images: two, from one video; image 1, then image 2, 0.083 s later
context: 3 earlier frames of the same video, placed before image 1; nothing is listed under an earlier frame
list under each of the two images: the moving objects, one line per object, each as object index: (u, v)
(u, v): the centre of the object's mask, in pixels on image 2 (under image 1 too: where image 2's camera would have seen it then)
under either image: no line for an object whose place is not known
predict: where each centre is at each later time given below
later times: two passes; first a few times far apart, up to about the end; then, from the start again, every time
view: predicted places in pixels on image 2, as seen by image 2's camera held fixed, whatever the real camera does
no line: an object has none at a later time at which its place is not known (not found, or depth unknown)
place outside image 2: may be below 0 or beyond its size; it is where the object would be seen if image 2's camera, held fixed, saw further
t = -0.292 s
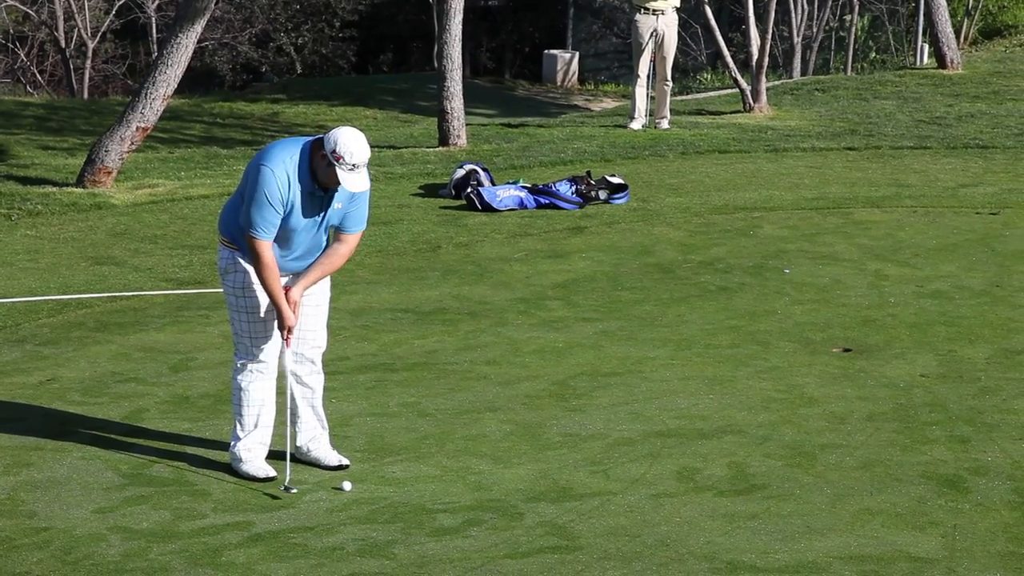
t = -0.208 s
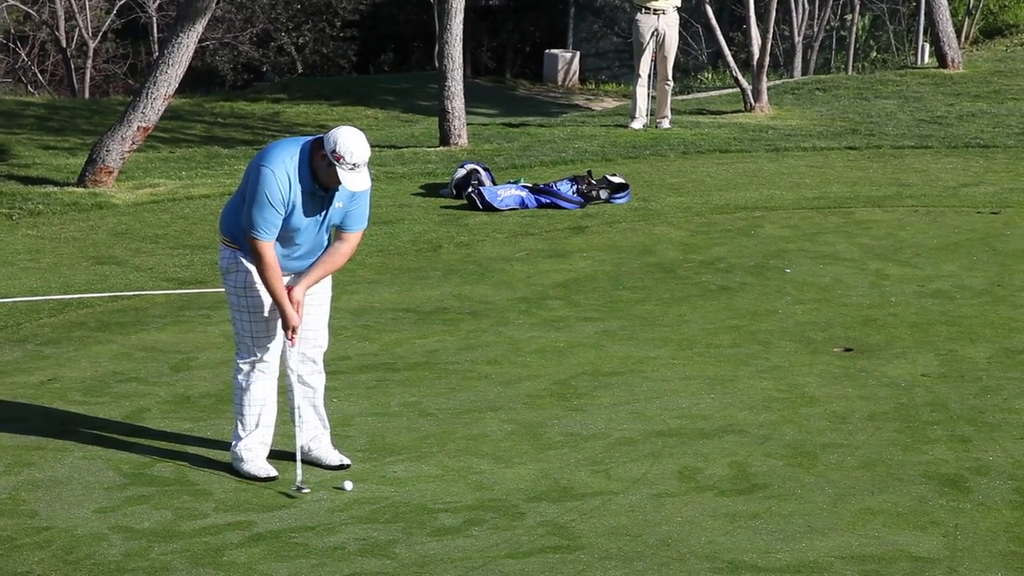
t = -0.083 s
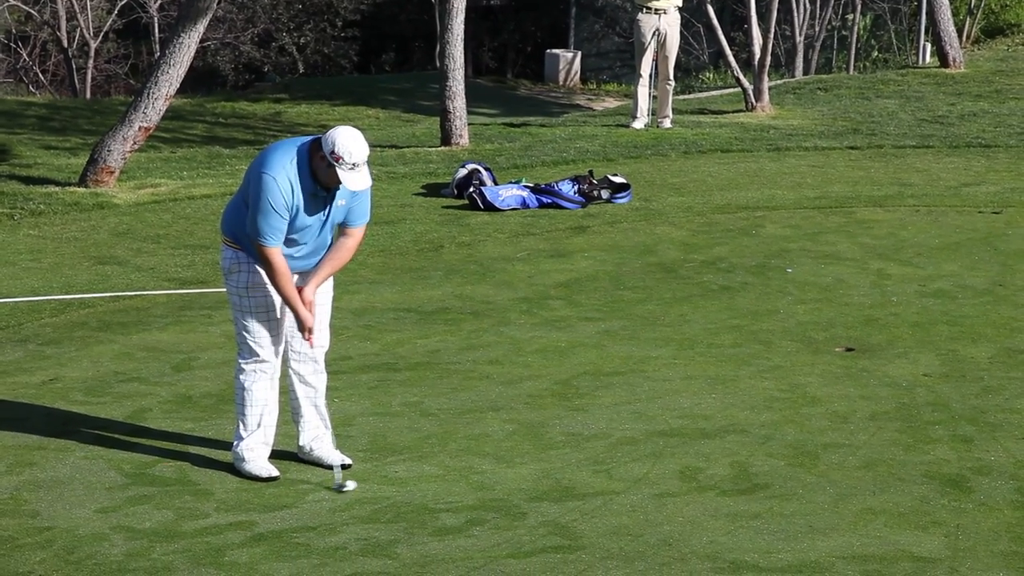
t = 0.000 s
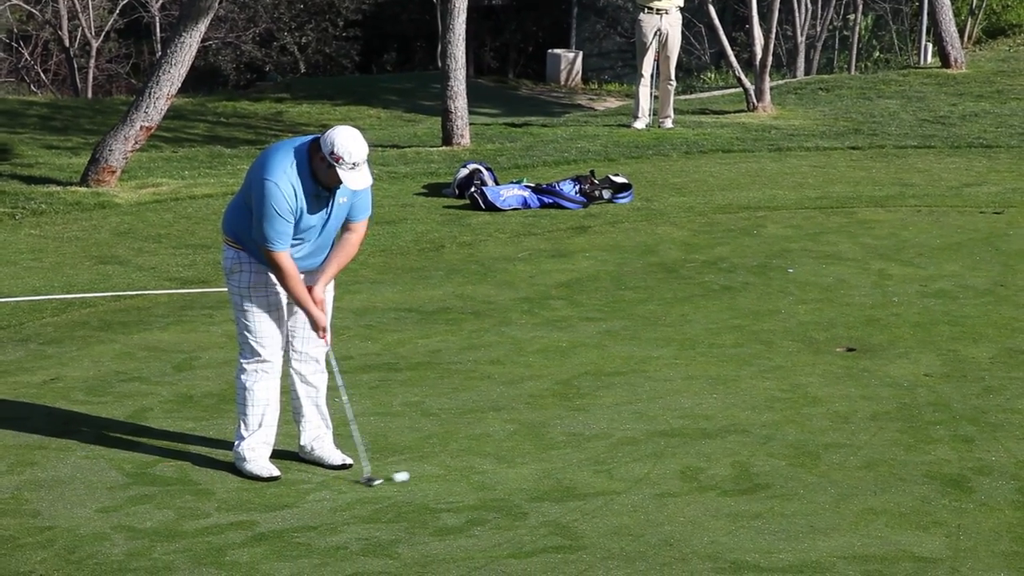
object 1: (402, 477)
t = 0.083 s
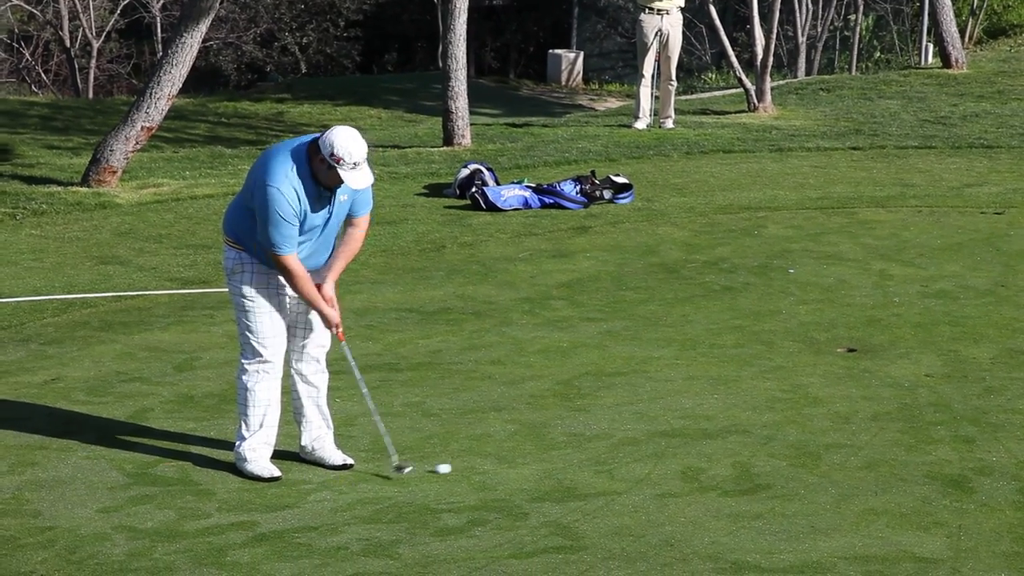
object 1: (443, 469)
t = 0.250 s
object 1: (508, 456)
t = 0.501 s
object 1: (589, 437)
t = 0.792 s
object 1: (666, 418)
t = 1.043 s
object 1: (715, 403)
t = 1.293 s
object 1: (754, 389)
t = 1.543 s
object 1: (782, 376)
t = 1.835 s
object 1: (806, 364)
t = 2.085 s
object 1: (820, 353)
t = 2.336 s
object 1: (828, 345)
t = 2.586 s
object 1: (833, 339)
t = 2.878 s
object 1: (834, 335)
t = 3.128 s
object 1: (832, 332)
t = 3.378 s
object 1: (829, 331)
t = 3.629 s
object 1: (829, 331)
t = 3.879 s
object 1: (829, 331)
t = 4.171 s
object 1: (829, 331)
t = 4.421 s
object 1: (830, 331)
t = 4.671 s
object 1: (829, 332)
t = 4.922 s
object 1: (829, 331)
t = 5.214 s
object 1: (829, 331)
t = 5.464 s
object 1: (830, 331)
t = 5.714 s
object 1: (829, 331)
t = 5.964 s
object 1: (829, 332)
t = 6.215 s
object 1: (830, 331)
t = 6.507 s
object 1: (829, 332)
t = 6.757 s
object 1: (829, 332)
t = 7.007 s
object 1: (829, 332)
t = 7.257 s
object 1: (829, 332)
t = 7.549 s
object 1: (830, 332)
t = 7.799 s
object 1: (829, 332)
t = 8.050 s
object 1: (829, 333)
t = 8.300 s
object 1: (829, 333)
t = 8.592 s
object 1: (829, 333)
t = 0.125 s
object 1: (461, 465)
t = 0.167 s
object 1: (477, 462)
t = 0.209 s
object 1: (492, 459)
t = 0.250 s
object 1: (508, 456)
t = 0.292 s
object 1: (522, 452)
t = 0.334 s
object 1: (536, 450)
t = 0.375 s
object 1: (550, 446)
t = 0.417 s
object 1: (563, 443)
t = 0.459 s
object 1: (576, 440)
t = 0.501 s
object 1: (589, 437)
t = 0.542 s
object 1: (601, 434)
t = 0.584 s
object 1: (613, 431)
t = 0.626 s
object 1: (624, 429)
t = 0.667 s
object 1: (636, 426)
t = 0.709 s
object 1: (646, 423)
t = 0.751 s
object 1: (657, 421)
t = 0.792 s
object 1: (666, 418)
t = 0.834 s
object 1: (675, 415)
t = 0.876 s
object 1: (684, 413)
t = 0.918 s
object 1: (693, 410)
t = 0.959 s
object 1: (701, 408)
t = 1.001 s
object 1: (708, 405)
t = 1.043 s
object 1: (715, 403)
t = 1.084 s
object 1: (723, 400)
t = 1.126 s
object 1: (730, 398)
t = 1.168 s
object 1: (736, 396)
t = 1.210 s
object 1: (742, 393)
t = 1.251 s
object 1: (748, 391)
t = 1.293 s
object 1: (754, 389)
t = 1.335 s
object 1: (759, 386)
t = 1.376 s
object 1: (764, 385)
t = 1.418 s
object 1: (769, 382)
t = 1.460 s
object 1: (773, 381)
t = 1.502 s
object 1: (778, 378)
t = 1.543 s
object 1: (782, 376)
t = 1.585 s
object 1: (786, 375)
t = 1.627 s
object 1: (790, 372)
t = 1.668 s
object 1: (793, 371)
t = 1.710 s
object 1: (796, 369)
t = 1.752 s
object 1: (800, 367)
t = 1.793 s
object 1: (803, 365)
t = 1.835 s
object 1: (806, 364)
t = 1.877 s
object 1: (809, 362)
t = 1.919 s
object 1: (811, 360)
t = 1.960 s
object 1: (814, 358)
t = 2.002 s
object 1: (816, 356)
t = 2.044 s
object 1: (818, 355)
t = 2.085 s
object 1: (820, 353)
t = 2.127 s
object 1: (822, 352)
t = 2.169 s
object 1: (823, 351)
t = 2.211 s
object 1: (824, 349)
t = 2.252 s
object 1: (826, 347)
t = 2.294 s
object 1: (827, 346)
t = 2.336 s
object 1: (828, 345)
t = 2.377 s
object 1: (829, 344)
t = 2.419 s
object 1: (830, 343)
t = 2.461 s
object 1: (831, 342)
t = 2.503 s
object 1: (832, 341)
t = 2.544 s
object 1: (832, 340)
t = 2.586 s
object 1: (833, 339)
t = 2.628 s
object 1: (833, 338)
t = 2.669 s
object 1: (834, 338)
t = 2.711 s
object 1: (834, 337)
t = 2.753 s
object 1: (834, 336)
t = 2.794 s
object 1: (834, 336)
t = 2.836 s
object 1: (834, 335)
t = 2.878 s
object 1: (834, 335)
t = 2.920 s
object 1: (834, 334)
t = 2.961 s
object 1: (834, 334)
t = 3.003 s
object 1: (834, 333)
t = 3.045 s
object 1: (833, 333)
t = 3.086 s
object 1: (833, 333)
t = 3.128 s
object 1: (832, 332)
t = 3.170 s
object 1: (831, 332)
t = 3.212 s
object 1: (831, 332)
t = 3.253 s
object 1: (830, 332)
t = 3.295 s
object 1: (830, 331)
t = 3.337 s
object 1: (829, 331)
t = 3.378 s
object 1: (829, 331)
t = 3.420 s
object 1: (830, 331)
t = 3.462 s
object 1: (830, 331)
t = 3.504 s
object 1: (830, 331)
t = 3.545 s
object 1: (830, 331)
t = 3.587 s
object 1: (830, 331)
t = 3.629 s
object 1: (829, 331)
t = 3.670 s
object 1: (830, 331)
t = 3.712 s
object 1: (829, 332)
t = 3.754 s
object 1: (829, 332)
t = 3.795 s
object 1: (830, 331)
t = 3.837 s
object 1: (829, 331)
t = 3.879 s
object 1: (829, 331)
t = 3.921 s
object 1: (829, 331)
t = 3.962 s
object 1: (829, 331)
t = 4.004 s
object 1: (829, 331)
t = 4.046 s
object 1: (829, 331)
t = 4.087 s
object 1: (829, 331)
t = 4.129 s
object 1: (829, 331)
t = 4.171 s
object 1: (829, 331)
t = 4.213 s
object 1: (830, 331)
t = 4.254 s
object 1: (830, 331)
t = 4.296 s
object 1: (830, 331)
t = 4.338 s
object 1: (830, 331)
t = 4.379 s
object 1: (830, 331)
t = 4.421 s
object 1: (830, 331)
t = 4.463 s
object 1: (830, 331)
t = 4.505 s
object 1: (830, 331)
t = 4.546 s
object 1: (830, 331)
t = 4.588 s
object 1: (829, 332)
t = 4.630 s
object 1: (829, 331)
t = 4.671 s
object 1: (829, 332)
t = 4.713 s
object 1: (829, 331)
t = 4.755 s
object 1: (829, 331)
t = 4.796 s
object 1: (829, 331)
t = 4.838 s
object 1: (829, 331)
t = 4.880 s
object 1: (829, 331)
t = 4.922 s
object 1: (829, 331)
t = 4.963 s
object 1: (829, 331)
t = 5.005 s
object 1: (829, 331)
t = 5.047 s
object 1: (829, 331)
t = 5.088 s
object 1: (829, 331)
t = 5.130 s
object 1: (829, 331)
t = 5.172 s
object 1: (829, 331)
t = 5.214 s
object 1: (829, 331)
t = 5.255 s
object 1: (829, 331)
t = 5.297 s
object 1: (829, 331)
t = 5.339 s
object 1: (829, 331)
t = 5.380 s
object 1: (829, 331)
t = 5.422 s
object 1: (829, 331)
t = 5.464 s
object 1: (830, 331)
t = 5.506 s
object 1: (829, 331)
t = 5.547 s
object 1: (829, 331)
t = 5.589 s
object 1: (829, 332)
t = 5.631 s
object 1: (829, 331)
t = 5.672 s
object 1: (829, 331)
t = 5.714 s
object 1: (829, 331)
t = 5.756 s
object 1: (830, 331)
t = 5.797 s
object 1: (830, 332)
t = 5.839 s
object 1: (829, 332)
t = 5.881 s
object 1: (829, 331)
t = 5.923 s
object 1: (829, 332)
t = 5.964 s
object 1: (829, 332)
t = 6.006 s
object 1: (829, 332)
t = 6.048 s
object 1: (829, 332)
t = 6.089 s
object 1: (830, 331)
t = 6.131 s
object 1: (829, 332)
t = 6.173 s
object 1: (829, 332)
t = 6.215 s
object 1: (830, 331)
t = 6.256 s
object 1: (830, 331)
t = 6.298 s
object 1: (829, 332)
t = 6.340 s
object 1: (829, 332)
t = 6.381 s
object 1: (829, 332)
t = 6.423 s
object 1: (829, 332)
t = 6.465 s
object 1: (829, 332)
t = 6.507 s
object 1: (829, 332)
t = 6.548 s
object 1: (829, 332)
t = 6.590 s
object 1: (829, 332)
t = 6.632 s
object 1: (829, 332)
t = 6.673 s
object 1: (829, 332)
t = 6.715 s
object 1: (829, 332)
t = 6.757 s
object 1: (829, 332)
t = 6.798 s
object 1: (829, 332)
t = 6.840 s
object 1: (829, 332)
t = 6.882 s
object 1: (829, 332)
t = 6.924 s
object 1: (829, 332)
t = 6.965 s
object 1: (829, 332)
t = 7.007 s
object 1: (829, 332)
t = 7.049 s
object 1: (829, 332)
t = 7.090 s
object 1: (829, 332)
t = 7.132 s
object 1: (829, 332)
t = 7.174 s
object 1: (829, 332)
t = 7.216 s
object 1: (829, 332)
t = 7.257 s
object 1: (829, 332)
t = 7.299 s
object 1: (829, 332)
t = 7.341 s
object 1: (829, 332)
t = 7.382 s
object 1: (829, 332)
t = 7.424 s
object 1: (829, 332)
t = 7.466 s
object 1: (829, 332)
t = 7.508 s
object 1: (829, 332)
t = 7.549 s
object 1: (830, 332)
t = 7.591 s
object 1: (830, 332)
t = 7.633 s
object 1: (830, 332)
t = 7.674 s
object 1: (830, 332)
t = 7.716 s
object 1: (829, 332)
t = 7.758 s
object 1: (830, 332)
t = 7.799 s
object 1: (829, 332)
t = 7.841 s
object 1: (830, 333)
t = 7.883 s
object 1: (830, 333)
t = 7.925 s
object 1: (830, 333)
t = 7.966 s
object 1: (829, 333)
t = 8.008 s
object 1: (829, 333)
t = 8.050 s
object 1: (829, 333)
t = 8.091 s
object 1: (830, 333)
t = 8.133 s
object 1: (830, 333)
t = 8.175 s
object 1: (830, 333)
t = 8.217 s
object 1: (829, 333)
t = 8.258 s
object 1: (830, 333)
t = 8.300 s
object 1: (829, 333)
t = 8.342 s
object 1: (830, 333)
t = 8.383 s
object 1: (830, 333)
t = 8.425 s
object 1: (830, 333)
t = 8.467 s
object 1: (830, 333)
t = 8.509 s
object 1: (830, 333)
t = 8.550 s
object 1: (829, 333)
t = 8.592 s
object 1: (829, 333)
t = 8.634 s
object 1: (830, 333)
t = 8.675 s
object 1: (830, 333)
